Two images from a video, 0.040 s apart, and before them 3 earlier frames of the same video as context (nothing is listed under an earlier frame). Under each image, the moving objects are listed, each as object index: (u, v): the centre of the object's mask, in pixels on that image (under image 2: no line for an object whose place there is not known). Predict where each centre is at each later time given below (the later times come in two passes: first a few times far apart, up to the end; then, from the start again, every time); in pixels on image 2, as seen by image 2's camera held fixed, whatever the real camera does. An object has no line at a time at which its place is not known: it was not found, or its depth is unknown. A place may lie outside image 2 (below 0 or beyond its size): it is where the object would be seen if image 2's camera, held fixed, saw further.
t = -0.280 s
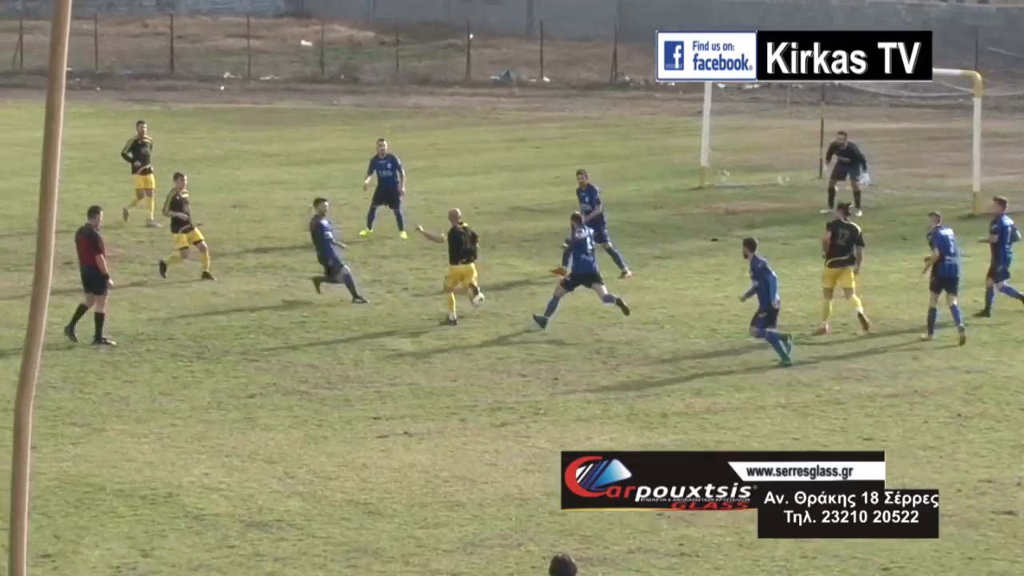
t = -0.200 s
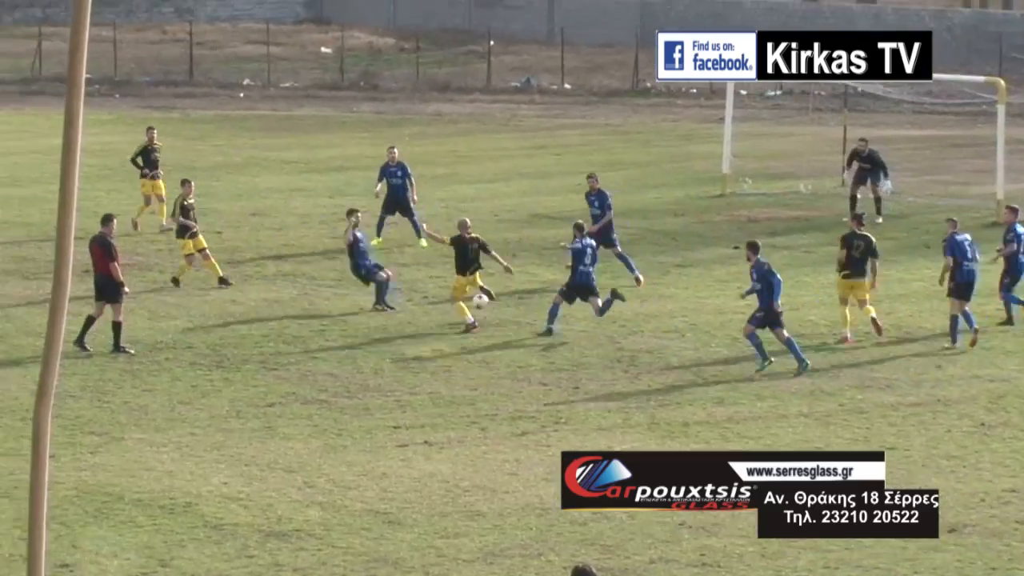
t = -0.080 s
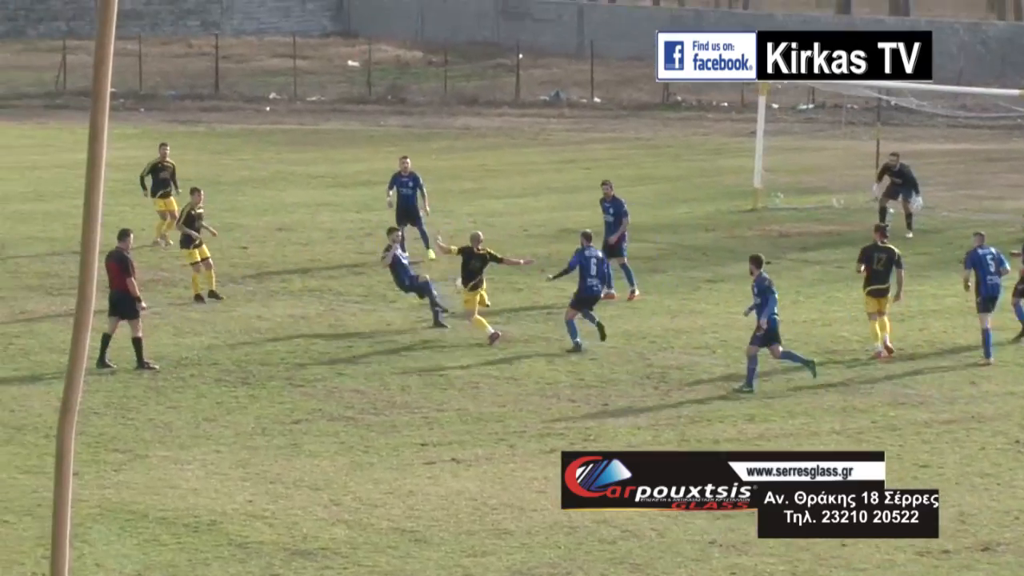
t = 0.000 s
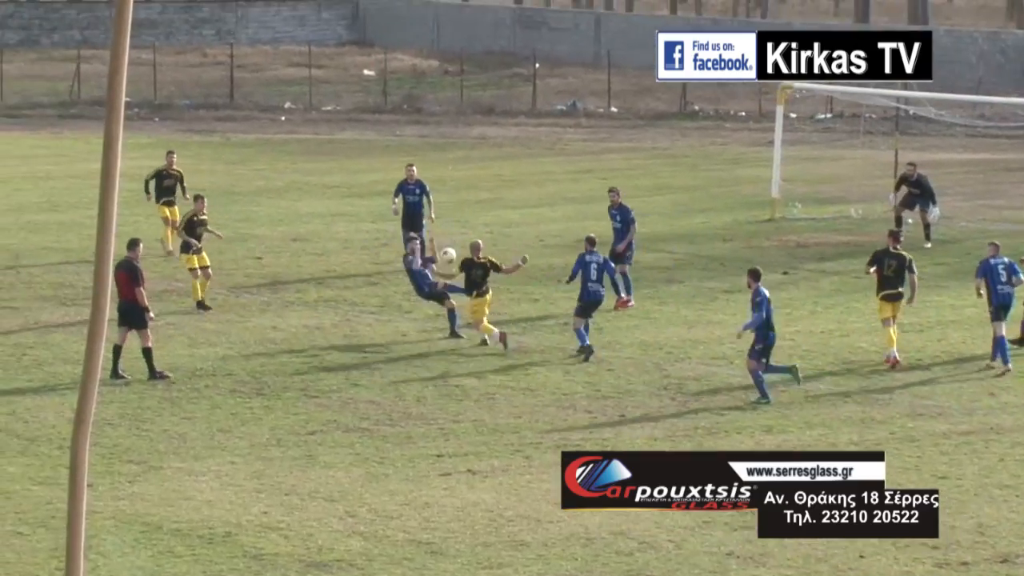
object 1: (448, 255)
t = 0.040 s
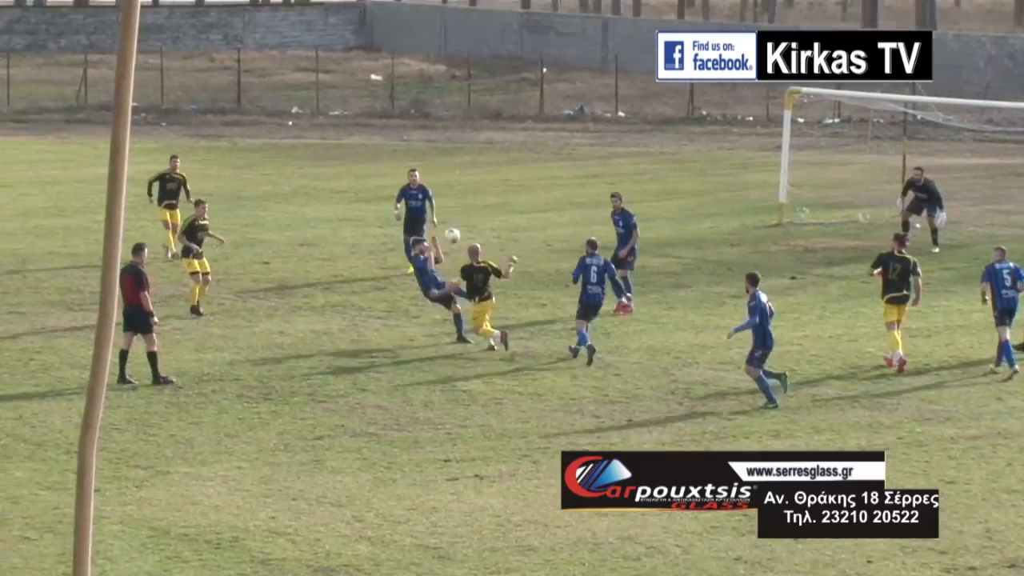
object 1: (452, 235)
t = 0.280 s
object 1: (429, 118)
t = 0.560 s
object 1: (399, 39)
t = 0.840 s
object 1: (370, 21)
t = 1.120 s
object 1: (343, 56)
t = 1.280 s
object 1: (330, 100)
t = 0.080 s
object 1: (449, 212)
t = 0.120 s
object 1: (445, 191)
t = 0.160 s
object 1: (441, 170)
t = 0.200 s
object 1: (437, 152)
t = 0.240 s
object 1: (433, 134)
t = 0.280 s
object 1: (429, 118)
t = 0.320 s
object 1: (425, 103)
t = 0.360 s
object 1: (421, 89)
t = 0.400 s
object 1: (417, 77)
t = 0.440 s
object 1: (412, 65)
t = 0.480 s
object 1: (408, 56)
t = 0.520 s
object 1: (403, 47)
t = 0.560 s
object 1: (399, 39)
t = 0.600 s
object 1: (395, 34)
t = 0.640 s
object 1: (390, 28)
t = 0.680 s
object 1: (386, 24)
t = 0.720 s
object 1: (382, 22)
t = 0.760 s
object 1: (378, 20)
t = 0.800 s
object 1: (374, 20)
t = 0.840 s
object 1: (370, 21)
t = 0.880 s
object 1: (366, 22)
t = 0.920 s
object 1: (362, 26)
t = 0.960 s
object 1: (358, 29)
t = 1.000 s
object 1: (354, 35)
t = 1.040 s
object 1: (350, 41)
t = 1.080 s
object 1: (347, 47)
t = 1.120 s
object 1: (343, 56)
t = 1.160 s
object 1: (339, 66)
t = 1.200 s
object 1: (336, 76)
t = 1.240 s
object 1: (333, 87)
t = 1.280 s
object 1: (330, 100)
